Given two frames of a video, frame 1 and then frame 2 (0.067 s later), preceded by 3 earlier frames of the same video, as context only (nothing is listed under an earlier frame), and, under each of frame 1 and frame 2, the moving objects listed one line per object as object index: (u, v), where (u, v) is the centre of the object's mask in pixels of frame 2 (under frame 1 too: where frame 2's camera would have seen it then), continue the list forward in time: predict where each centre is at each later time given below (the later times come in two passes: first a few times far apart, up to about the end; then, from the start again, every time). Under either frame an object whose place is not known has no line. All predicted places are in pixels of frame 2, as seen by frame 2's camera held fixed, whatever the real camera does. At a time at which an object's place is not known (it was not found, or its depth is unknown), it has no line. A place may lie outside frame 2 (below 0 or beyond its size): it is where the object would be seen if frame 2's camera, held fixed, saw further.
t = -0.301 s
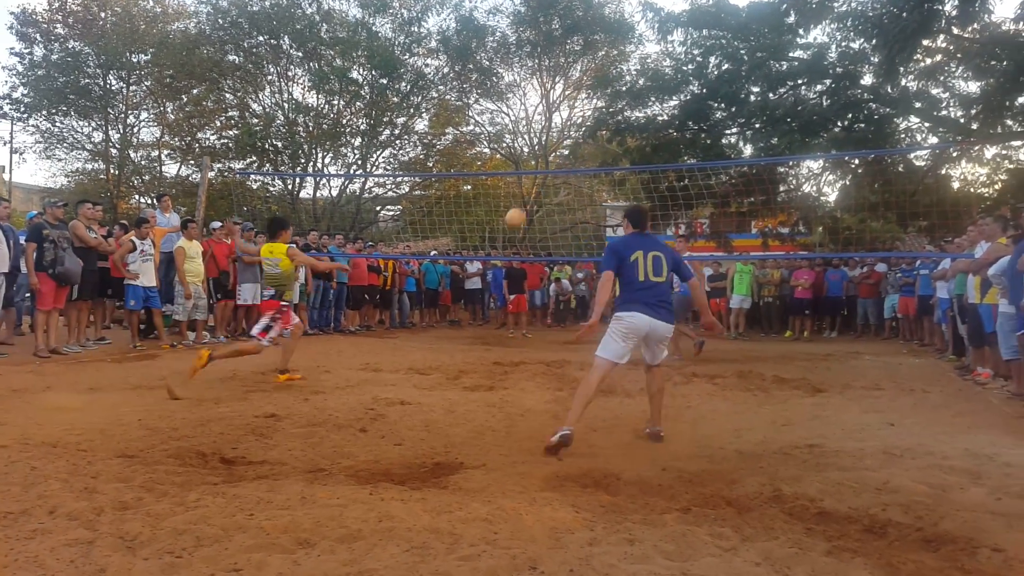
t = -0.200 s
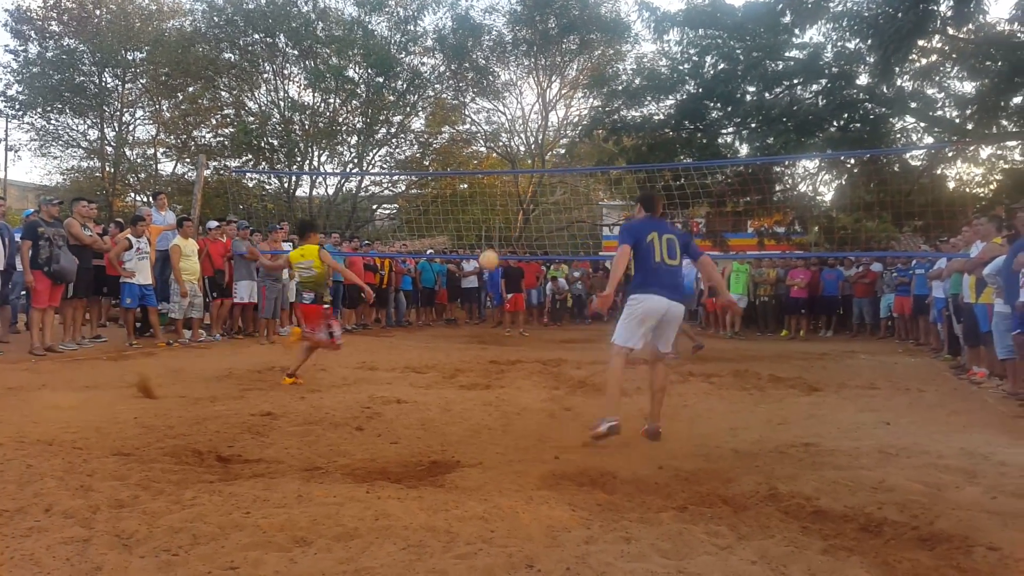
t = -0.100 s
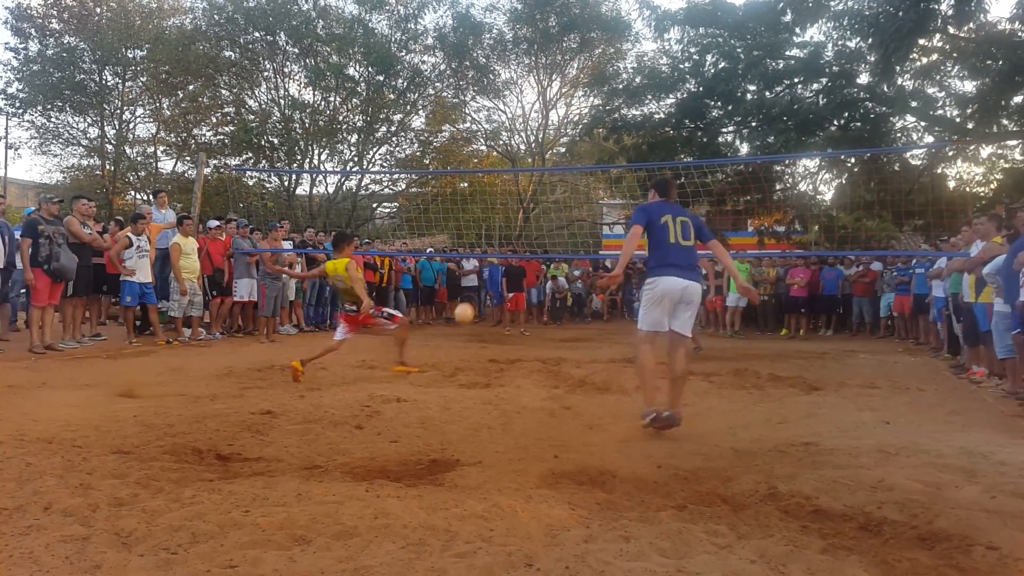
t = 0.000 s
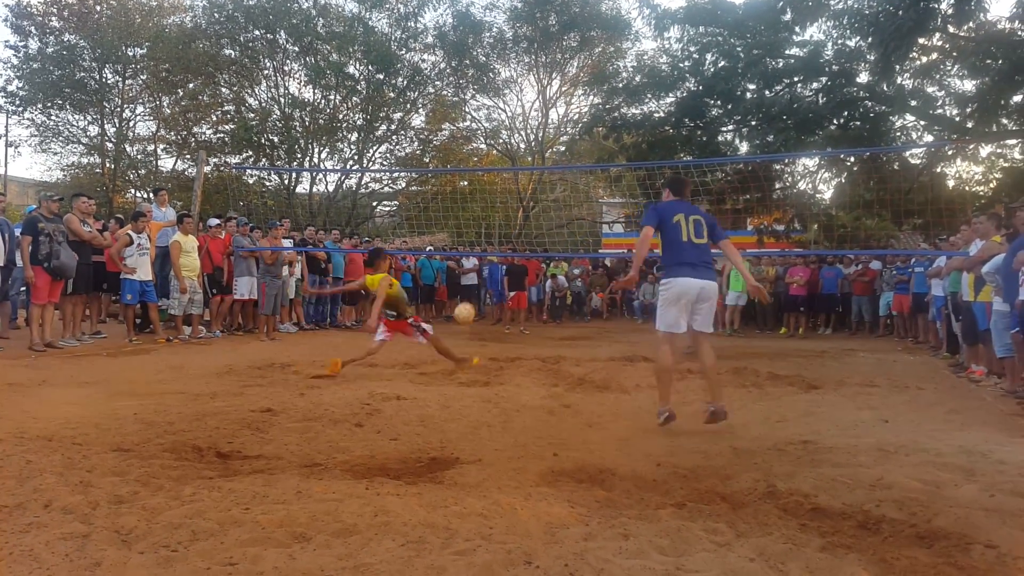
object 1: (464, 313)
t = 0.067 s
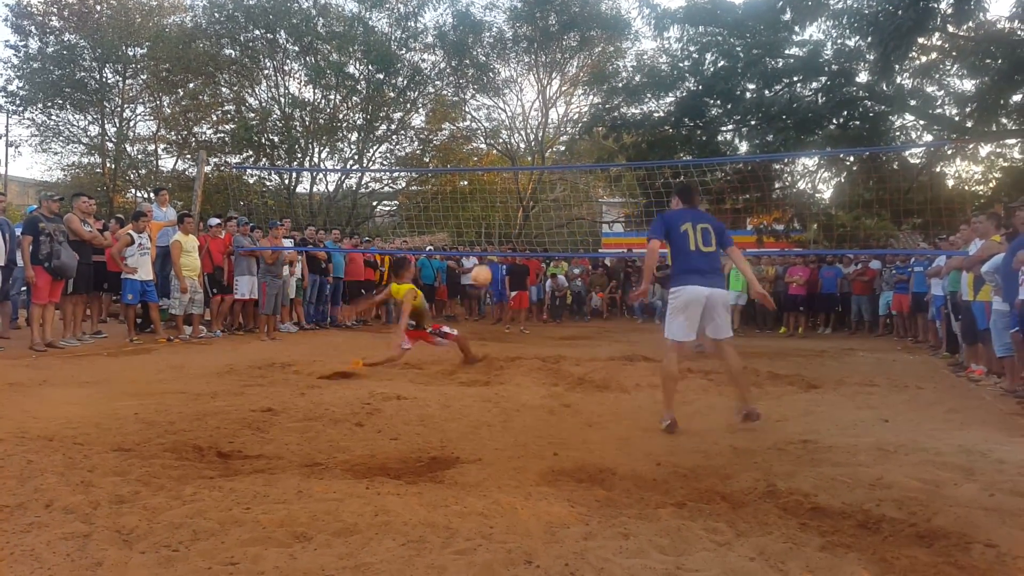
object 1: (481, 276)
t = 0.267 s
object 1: (531, 182)
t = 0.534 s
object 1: (607, 103)
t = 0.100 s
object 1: (489, 258)
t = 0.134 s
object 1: (497, 242)
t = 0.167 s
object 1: (506, 226)
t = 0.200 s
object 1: (514, 210)
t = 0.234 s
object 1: (522, 196)
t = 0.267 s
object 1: (531, 182)
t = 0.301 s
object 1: (541, 169)
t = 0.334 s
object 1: (549, 157)
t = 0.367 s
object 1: (558, 146)
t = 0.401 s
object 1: (568, 135)
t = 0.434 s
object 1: (578, 126)
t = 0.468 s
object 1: (587, 117)
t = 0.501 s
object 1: (597, 109)
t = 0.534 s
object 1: (607, 103)
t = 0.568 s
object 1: (617, 97)
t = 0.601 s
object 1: (628, 93)
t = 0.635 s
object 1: (638, 89)
